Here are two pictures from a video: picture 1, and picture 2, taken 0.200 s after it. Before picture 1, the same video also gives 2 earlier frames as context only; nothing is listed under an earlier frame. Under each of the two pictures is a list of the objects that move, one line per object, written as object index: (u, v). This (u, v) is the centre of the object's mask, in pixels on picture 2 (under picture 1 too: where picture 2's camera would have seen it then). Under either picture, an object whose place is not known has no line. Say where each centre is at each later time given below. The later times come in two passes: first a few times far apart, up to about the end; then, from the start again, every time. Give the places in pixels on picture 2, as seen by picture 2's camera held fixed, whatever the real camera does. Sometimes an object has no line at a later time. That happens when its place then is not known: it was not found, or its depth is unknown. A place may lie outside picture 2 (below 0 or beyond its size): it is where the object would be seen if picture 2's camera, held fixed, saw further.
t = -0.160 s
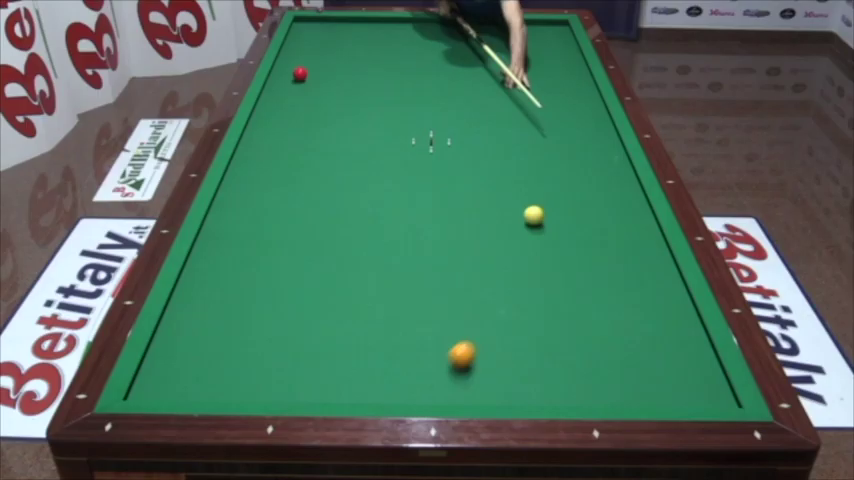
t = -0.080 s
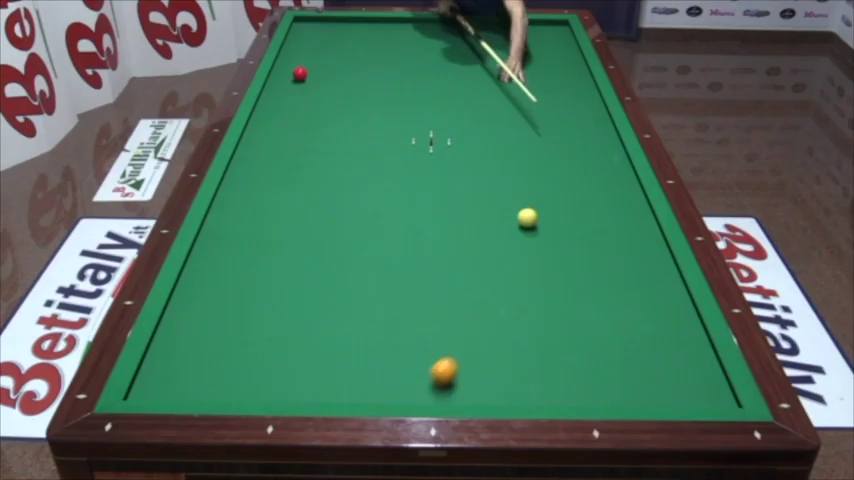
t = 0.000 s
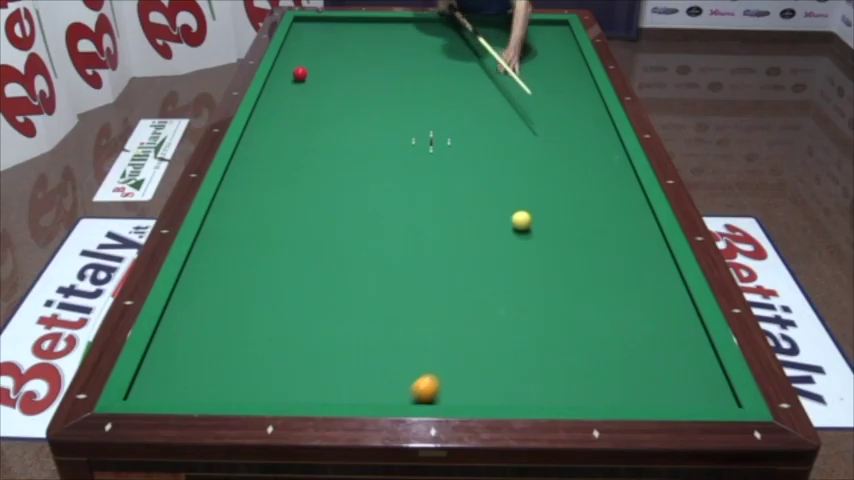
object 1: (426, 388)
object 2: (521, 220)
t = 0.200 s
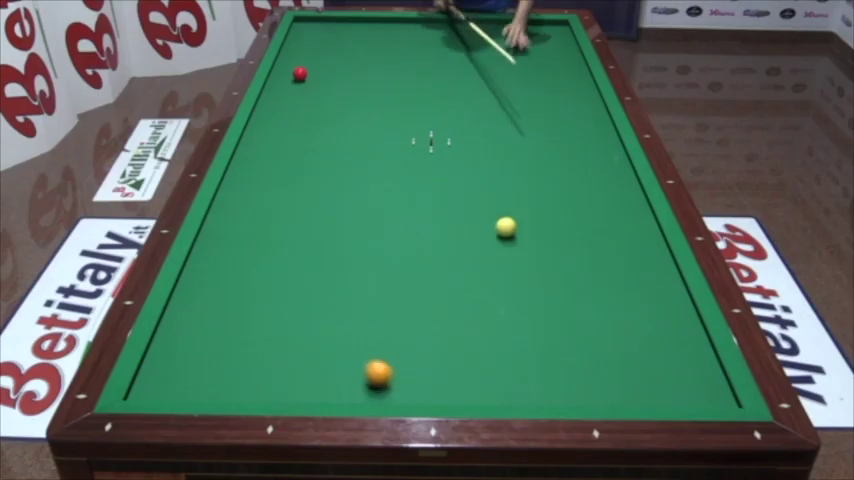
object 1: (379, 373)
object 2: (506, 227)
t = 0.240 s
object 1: (370, 368)
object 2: (502, 228)
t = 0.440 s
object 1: (329, 344)
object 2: (487, 235)
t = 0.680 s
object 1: (283, 319)
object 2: (469, 243)
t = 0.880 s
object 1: (249, 299)
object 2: (453, 250)
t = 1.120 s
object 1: (211, 278)
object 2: (435, 258)
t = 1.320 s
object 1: (203, 261)
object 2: (421, 264)
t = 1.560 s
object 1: (234, 243)
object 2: (403, 271)
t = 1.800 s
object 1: (262, 226)
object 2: (386, 279)
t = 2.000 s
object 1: (284, 214)
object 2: (371, 286)
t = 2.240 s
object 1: (308, 199)
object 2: (354, 293)
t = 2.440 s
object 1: (326, 188)
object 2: (341, 299)
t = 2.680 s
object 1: (347, 176)
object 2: (325, 306)
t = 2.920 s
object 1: (366, 165)
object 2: (309, 313)
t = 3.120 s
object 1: (382, 156)
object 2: (297, 319)
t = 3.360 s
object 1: (399, 147)
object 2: (283, 326)
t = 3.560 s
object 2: (271, 331)
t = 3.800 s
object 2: (258, 337)
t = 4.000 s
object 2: (247, 342)
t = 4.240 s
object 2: (235, 347)
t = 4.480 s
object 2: (224, 352)
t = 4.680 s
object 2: (216, 356)
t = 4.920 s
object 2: (206, 360)
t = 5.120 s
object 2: (199, 364)
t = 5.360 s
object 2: (191, 367)
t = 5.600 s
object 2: (184, 370)
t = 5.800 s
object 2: (179, 373)
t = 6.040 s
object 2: (173, 375)
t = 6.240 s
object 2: (170, 377)
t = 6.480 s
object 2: (166, 378)
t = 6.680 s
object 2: (164, 379)
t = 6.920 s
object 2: (163, 380)
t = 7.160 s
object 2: (163, 380)
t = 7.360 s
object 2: (163, 380)
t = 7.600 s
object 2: (163, 380)
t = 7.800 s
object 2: (163, 380)
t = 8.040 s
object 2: (163, 380)
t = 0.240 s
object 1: (370, 368)
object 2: (502, 228)
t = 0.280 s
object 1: (361, 363)
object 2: (500, 230)
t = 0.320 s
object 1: (353, 358)
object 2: (496, 231)
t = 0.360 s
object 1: (345, 353)
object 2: (494, 232)
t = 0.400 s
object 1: (337, 349)
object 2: (490, 234)
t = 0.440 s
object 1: (329, 344)
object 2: (487, 235)
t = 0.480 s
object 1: (321, 340)
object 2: (484, 236)
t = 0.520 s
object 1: (313, 336)
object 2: (481, 238)
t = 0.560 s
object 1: (305, 331)
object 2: (478, 239)
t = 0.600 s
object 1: (298, 327)
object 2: (475, 240)
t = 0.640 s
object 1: (290, 323)
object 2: (472, 242)
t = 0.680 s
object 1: (283, 319)
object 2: (469, 243)
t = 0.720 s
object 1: (276, 315)
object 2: (466, 244)
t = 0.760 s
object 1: (269, 311)
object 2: (463, 246)
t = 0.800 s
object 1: (263, 307)
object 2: (460, 247)
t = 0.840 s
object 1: (256, 303)
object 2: (457, 248)
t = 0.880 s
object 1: (249, 299)
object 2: (453, 250)
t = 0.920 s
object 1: (243, 296)
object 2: (451, 251)
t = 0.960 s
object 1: (236, 292)
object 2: (447, 252)
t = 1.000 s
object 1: (230, 288)
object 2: (444, 253)
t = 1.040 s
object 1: (224, 285)
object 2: (441, 255)
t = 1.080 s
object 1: (217, 281)
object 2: (439, 256)
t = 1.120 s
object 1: (211, 278)
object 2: (435, 258)
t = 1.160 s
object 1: (206, 274)
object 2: (432, 259)
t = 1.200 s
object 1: (200, 271)
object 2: (429, 260)
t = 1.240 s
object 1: (194, 268)
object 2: (427, 261)
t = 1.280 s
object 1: (197, 264)
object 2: (423, 263)
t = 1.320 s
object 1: (203, 261)
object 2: (421, 264)
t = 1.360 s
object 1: (209, 258)
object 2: (417, 265)
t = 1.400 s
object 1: (214, 255)
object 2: (415, 266)
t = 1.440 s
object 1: (219, 252)
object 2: (412, 268)
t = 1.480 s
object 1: (224, 249)
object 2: (409, 269)
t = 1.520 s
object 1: (229, 246)
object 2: (406, 270)
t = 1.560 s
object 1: (234, 243)
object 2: (403, 271)
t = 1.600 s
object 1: (239, 240)
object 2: (400, 273)
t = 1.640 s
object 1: (244, 237)
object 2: (397, 274)
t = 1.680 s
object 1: (248, 234)
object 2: (394, 275)
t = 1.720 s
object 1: (253, 231)
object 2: (391, 277)
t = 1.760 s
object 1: (258, 229)
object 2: (388, 278)
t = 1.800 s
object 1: (262, 226)
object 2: (386, 279)
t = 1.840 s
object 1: (266, 224)
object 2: (383, 280)
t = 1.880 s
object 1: (271, 221)
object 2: (380, 282)
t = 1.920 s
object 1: (275, 218)
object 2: (377, 283)
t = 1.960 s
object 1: (280, 216)
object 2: (374, 284)
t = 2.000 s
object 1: (284, 214)
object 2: (371, 286)
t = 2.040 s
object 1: (288, 211)
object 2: (368, 287)
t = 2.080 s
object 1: (292, 209)
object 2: (366, 288)
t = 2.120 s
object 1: (296, 206)
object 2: (363, 289)
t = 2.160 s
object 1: (300, 204)
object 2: (360, 290)
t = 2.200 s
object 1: (304, 202)
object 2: (357, 292)
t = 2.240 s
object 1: (308, 199)
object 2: (354, 293)
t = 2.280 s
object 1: (311, 197)
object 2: (352, 294)
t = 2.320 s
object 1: (315, 195)
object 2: (349, 295)
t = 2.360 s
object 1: (319, 193)
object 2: (346, 297)
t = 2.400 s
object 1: (322, 191)
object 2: (343, 298)
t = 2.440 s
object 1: (326, 188)
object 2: (341, 299)
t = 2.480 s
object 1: (330, 186)
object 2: (338, 300)
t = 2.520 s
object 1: (333, 184)
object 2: (335, 302)
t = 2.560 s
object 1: (337, 182)
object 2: (333, 303)
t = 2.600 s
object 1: (340, 180)
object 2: (330, 304)
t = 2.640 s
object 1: (344, 178)
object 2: (328, 305)
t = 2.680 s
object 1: (347, 176)
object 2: (325, 306)
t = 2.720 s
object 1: (350, 174)
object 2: (322, 307)
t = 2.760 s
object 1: (354, 172)
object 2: (320, 309)
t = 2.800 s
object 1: (357, 170)
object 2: (317, 310)
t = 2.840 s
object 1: (360, 169)
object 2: (314, 311)
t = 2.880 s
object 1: (363, 167)
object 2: (312, 312)
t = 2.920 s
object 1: (366, 165)
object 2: (309, 313)
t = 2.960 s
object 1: (370, 163)
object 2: (307, 315)
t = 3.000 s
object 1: (373, 161)
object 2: (304, 316)
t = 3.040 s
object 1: (376, 160)
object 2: (302, 317)
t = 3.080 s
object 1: (379, 158)
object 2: (299, 318)
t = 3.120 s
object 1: (382, 156)
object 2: (297, 319)
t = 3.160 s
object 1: (385, 155)
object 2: (295, 320)
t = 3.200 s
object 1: (388, 153)
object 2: (292, 321)
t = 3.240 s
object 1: (391, 152)
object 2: (290, 322)
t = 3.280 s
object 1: (393, 150)
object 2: (287, 323)
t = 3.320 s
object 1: (396, 148)
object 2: (285, 324)
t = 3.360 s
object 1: (399, 147)
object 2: (283, 326)
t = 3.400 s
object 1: (402, 145)
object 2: (280, 327)
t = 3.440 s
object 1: (405, 144)
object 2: (278, 328)
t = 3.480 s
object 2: (276, 329)
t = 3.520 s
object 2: (273, 330)
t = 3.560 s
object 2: (271, 331)
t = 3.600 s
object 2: (269, 332)
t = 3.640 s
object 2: (267, 333)
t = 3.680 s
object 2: (264, 334)
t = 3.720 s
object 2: (262, 335)
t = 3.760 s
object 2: (260, 336)
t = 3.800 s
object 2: (258, 337)
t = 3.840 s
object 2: (256, 338)
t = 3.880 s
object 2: (254, 339)
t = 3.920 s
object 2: (251, 340)
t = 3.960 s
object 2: (249, 341)
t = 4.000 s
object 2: (247, 342)
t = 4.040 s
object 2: (245, 343)
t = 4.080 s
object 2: (243, 344)
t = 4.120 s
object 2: (241, 345)
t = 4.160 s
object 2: (239, 345)
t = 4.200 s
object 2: (237, 346)
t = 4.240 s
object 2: (235, 347)
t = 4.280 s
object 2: (234, 348)
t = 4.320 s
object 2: (231, 349)
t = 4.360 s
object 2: (230, 350)
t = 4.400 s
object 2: (228, 351)
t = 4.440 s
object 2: (226, 352)
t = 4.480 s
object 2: (224, 352)
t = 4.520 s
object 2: (223, 353)
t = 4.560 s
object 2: (221, 354)
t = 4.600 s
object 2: (219, 355)
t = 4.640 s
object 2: (217, 355)
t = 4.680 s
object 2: (216, 356)
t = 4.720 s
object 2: (214, 357)
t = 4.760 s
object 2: (212, 358)
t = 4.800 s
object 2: (211, 358)
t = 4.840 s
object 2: (209, 359)
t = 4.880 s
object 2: (208, 360)
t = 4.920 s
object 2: (206, 360)
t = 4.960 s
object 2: (205, 361)
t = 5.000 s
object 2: (203, 362)
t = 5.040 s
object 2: (202, 362)
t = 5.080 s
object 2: (200, 363)
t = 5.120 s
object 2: (199, 364)
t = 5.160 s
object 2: (197, 364)
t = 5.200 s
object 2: (196, 365)
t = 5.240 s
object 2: (195, 366)
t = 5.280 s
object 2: (193, 366)
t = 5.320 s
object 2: (192, 367)
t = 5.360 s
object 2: (191, 367)
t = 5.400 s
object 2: (190, 368)
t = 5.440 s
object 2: (188, 368)
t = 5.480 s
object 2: (187, 369)
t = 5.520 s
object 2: (186, 369)
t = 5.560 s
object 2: (185, 370)
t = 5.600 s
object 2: (184, 370)
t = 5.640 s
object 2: (183, 371)
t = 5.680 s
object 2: (182, 371)
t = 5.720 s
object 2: (181, 372)
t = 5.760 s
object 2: (180, 372)
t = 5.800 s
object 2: (179, 373)
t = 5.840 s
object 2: (178, 373)
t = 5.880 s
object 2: (176, 374)
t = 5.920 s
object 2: (176, 374)
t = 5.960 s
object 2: (175, 375)
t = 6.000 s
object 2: (174, 375)
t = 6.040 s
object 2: (173, 375)
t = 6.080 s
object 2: (173, 376)
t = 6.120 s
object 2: (172, 376)
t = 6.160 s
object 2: (171, 376)
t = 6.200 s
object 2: (170, 376)
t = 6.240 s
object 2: (170, 377)
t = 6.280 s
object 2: (169, 377)
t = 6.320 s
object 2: (168, 378)
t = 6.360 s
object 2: (168, 378)
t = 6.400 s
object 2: (167, 378)
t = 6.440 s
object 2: (167, 378)
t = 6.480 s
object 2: (166, 378)
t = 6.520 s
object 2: (166, 378)
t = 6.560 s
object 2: (165, 379)
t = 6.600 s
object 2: (165, 379)
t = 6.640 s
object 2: (165, 379)
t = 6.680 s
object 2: (164, 379)
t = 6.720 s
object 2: (164, 379)
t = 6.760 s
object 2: (164, 379)
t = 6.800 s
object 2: (163, 380)
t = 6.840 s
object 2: (163, 380)
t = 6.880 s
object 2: (163, 380)
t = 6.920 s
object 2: (163, 380)
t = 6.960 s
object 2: (163, 380)
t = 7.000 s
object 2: (163, 380)
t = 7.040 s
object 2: (163, 380)
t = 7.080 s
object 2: (163, 380)
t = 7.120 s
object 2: (163, 380)
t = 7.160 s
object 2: (163, 380)
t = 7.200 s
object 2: (163, 380)
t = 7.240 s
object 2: (163, 380)
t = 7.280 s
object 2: (163, 380)
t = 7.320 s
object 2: (163, 380)
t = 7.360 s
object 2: (163, 380)
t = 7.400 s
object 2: (163, 380)
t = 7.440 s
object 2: (163, 380)
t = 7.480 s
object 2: (163, 380)
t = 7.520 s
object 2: (163, 380)
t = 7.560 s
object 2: (163, 380)
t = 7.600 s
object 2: (163, 380)
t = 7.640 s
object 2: (163, 380)
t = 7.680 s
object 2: (163, 380)
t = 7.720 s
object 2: (163, 380)
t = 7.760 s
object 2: (163, 380)
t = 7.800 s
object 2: (163, 380)
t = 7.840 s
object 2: (163, 380)
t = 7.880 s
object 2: (163, 380)
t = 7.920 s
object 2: (163, 380)
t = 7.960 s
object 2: (163, 380)
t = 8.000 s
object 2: (163, 380)
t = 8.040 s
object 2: (163, 380)
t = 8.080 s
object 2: (163, 380)
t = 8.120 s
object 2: (163, 380)
